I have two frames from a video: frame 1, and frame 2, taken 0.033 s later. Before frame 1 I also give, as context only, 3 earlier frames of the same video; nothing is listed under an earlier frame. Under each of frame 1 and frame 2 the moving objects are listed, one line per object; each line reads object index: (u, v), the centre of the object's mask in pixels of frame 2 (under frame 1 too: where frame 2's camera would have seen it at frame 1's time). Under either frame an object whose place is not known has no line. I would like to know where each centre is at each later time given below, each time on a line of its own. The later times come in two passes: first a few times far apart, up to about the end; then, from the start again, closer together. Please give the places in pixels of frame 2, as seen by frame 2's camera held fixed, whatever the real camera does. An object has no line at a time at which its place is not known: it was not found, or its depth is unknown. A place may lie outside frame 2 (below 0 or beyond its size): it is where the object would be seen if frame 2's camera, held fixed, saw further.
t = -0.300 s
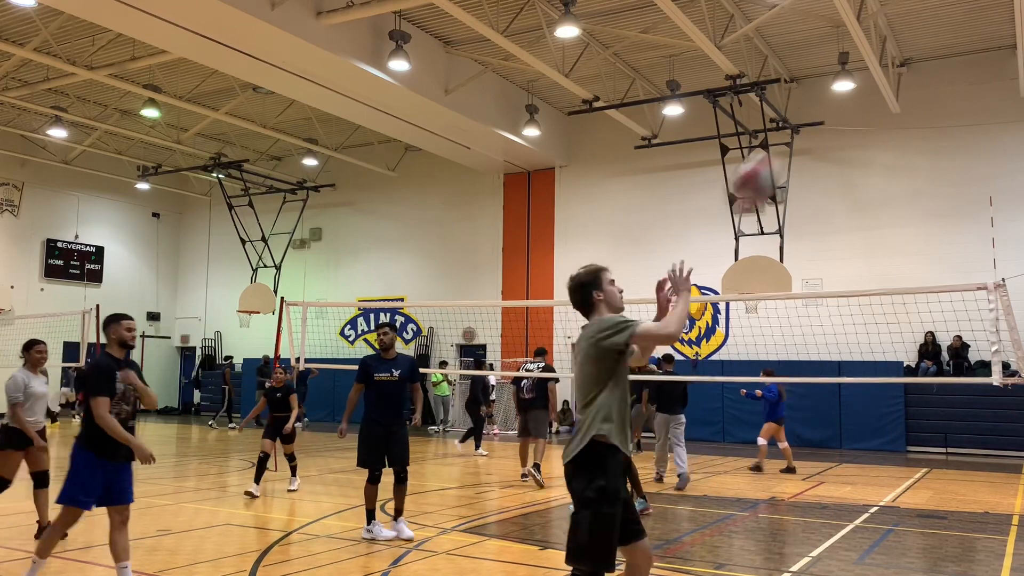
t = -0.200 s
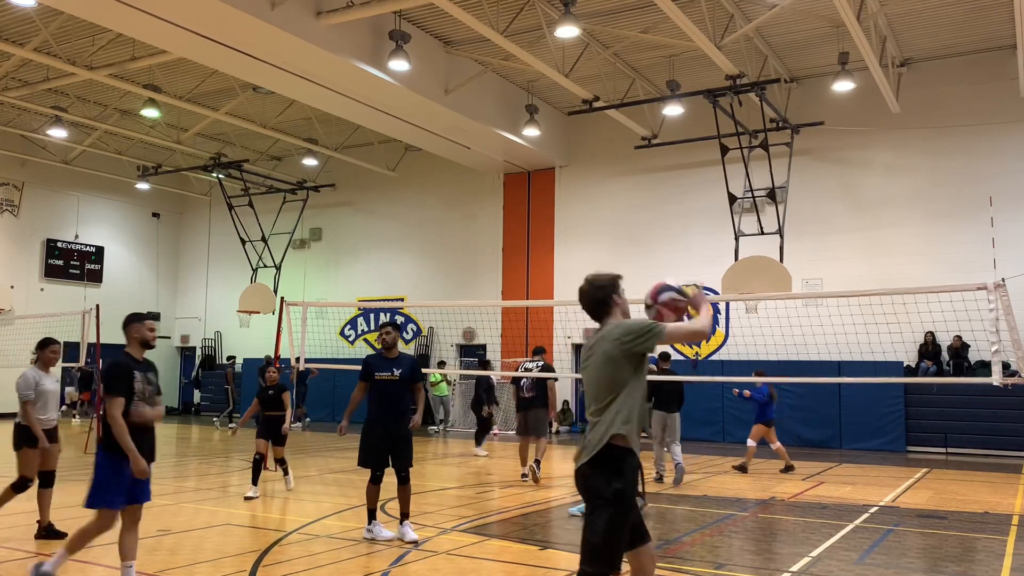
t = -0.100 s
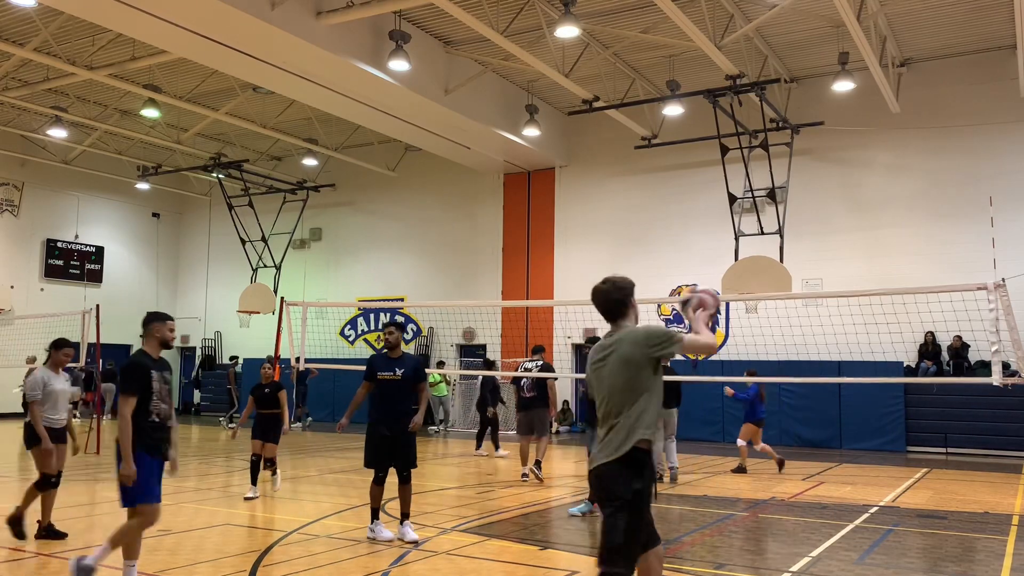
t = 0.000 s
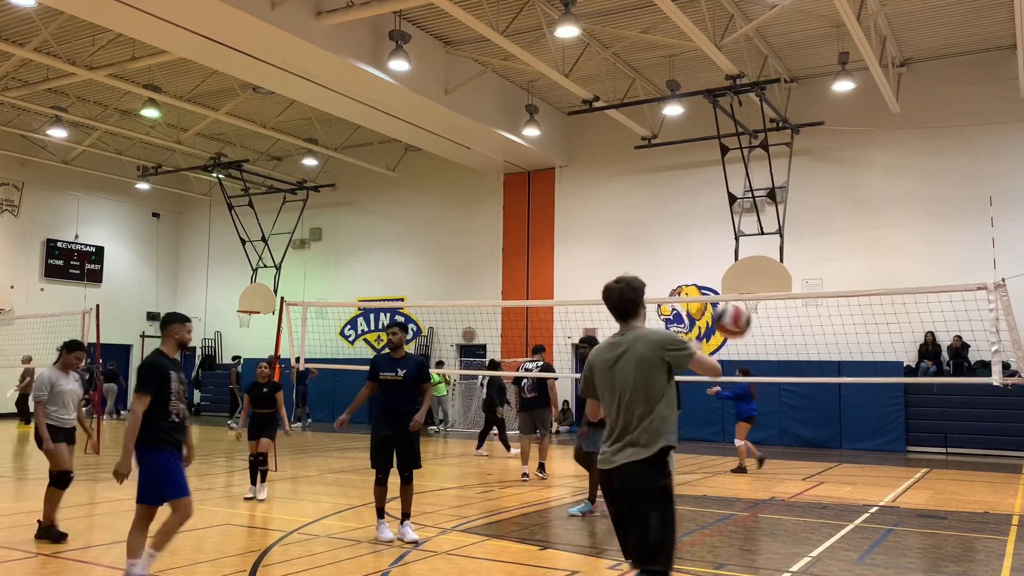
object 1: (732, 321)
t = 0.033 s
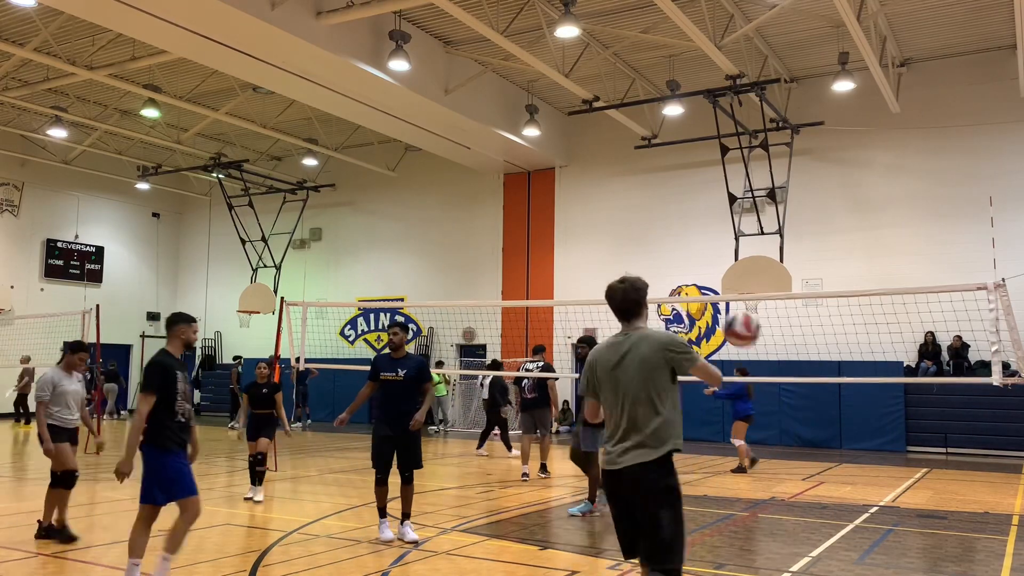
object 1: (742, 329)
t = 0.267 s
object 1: (794, 423)
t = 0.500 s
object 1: (832, 555)
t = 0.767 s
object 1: (843, 424)
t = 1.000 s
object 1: (851, 395)
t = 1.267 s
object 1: (860, 433)
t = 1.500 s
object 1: (868, 509)
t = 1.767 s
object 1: (876, 435)
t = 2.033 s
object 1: (883, 431)
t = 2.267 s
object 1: (889, 475)
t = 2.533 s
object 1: (896, 447)
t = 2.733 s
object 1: (901, 435)
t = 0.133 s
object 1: (766, 362)
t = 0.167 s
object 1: (773, 376)
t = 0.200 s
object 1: (781, 391)
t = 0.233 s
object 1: (787, 406)
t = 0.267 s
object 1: (794, 423)
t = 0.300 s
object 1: (801, 441)
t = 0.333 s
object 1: (806, 458)
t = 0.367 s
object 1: (812, 476)
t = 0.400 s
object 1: (817, 498)
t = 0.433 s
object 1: (824, 517)
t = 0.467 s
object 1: (830, 539)
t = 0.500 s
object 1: (832, 555)
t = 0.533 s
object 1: (834, 527)
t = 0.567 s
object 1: (835, 507)
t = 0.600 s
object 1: (837, 490)
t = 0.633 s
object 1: (839, 472)
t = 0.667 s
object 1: (840, 457)
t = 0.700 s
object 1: (841, 444)
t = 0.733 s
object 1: (842, 434)
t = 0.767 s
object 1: (843, 424)
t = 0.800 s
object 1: (844, 416)
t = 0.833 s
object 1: (845, 409)
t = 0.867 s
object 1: (846, 404)
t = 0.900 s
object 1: (848, 400)
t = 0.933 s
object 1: (849, 397)
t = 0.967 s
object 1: (850, 396)
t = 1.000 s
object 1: (851, 395)
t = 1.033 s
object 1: (852, 397)
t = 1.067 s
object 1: (853, 399)
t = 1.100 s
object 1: (854, 402)
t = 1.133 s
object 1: (855, 406)
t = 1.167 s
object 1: (857, 411)
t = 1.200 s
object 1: (858, 418)
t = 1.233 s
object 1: (859, 426)
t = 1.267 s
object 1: (860, 433)
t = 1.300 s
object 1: (862, 444)
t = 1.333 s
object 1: (863, 454)
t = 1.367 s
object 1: (864, 465)
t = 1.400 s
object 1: (865, 478)
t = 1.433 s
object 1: (866, 492)
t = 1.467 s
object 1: (868, 507)
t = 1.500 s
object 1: (868, 509)
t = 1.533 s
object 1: (870, 497)
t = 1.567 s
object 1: (870, 485)
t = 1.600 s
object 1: (871, 473)
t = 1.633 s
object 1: (872, 462)
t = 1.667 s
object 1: (873, 454)
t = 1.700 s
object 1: (874, 447)
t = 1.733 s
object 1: (875, 442)
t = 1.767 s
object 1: (876, 435)
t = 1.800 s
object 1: (877, 432)
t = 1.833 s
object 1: (878, 429)
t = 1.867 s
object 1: (879, 427)
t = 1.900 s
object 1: (880, 426)
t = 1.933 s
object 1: (880, 426)
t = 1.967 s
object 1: (881, 426)
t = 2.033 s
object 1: (883, 431)
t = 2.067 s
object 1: (884, 435)
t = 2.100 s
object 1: (885, 440)
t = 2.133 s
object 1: (886, 446)
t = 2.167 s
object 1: (887, 451)
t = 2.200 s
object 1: (888, 458)
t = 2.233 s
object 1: (889, 466)
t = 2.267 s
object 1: (889, 475)
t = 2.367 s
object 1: (893, 482)
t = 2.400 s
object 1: (893, 473)
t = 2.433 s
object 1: (894, 464)
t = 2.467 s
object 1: (894, 458)
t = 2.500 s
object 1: (896, 452)
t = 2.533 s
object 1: (896, 447)
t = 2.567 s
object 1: (897, 443)
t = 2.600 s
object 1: (898, 439)
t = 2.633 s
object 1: (899, 437)
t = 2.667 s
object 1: (899, 436)
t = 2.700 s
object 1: (900, 436)
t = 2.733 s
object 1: (901, 435)
